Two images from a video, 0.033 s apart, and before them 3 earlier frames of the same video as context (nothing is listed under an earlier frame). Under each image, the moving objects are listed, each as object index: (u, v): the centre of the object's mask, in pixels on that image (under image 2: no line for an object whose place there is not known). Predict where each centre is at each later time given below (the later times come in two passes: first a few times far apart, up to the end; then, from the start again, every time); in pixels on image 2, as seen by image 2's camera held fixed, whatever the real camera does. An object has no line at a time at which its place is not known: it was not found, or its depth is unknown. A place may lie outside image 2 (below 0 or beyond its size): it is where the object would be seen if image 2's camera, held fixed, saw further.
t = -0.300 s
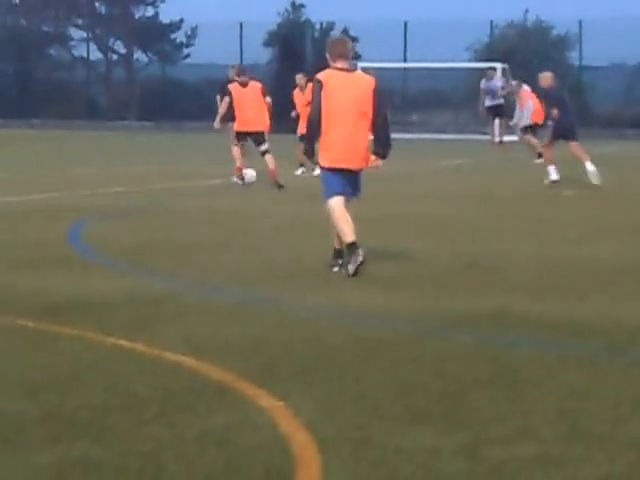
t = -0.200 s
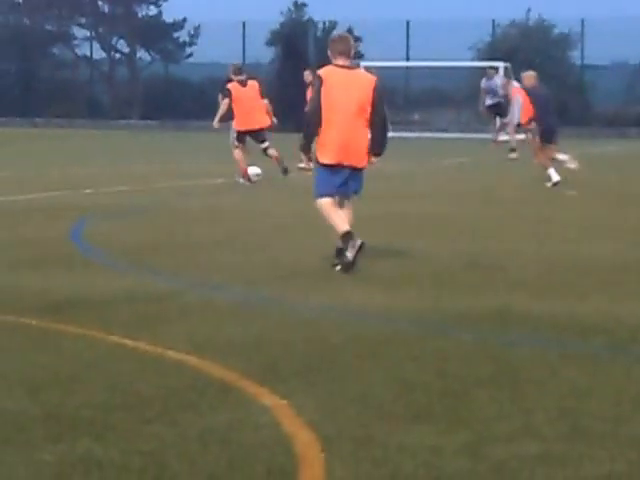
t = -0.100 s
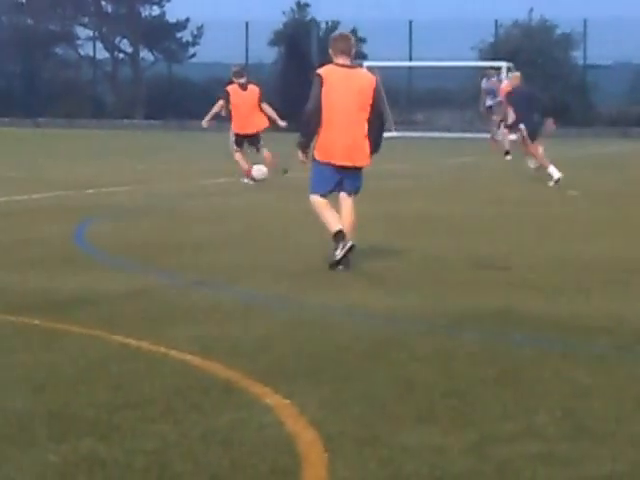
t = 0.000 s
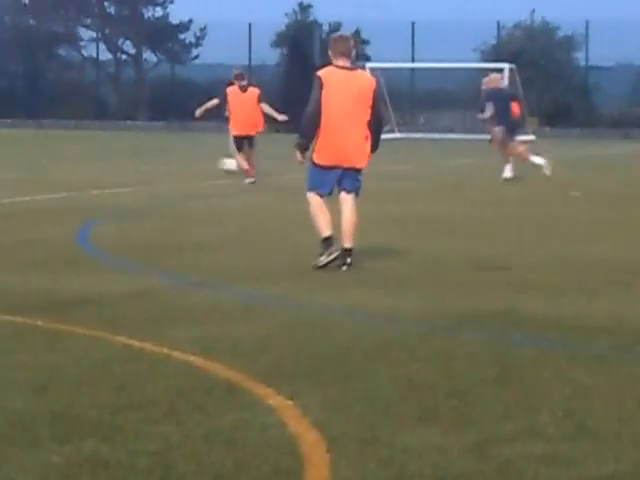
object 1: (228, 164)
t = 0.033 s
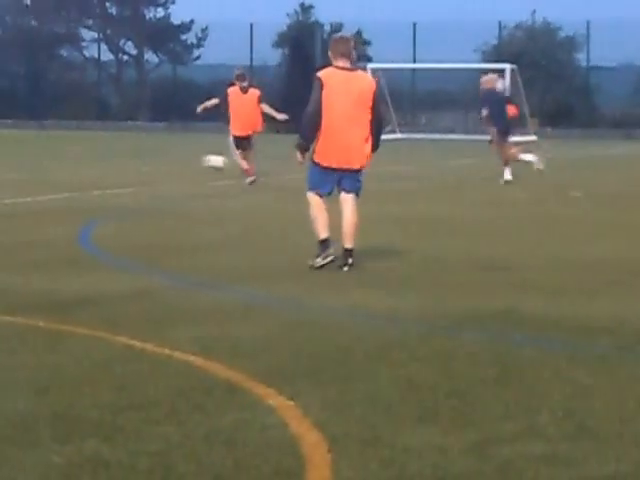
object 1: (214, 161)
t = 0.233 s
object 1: (110, 154)
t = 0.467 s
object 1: (14, 149)
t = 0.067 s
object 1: (196, 157)
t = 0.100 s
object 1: (179, 155)
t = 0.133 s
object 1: (161, 154)
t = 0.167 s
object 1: (143, 153)
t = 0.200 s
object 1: (126, 153)
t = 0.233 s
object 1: (110, 154)
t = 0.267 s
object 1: (95, 155)
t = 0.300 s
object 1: (79, 158)
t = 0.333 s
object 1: (65, 160)
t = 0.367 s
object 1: (51, 156)
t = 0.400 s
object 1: (38, 153)
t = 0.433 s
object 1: (27, 150)
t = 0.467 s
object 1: (14, 149)
